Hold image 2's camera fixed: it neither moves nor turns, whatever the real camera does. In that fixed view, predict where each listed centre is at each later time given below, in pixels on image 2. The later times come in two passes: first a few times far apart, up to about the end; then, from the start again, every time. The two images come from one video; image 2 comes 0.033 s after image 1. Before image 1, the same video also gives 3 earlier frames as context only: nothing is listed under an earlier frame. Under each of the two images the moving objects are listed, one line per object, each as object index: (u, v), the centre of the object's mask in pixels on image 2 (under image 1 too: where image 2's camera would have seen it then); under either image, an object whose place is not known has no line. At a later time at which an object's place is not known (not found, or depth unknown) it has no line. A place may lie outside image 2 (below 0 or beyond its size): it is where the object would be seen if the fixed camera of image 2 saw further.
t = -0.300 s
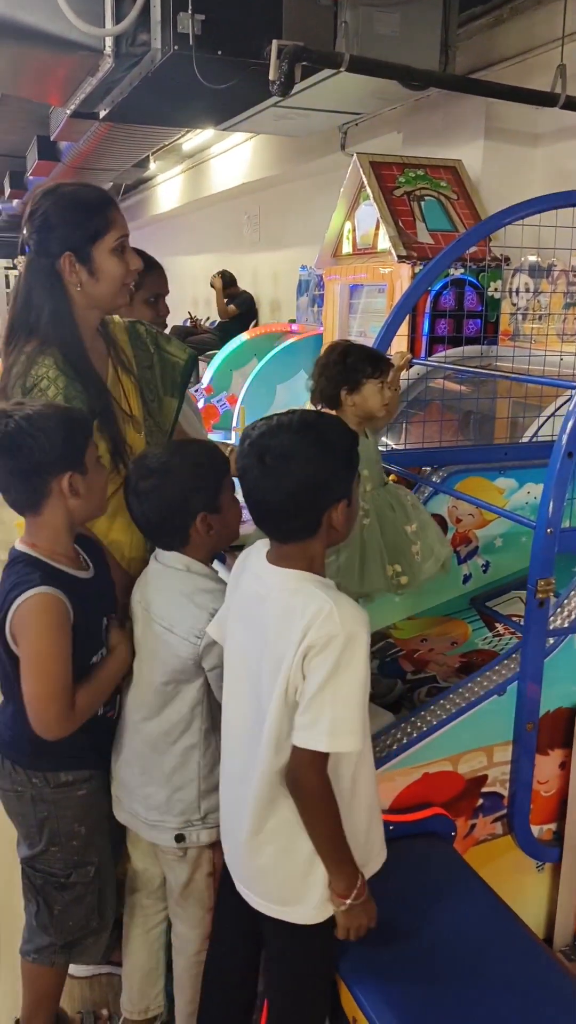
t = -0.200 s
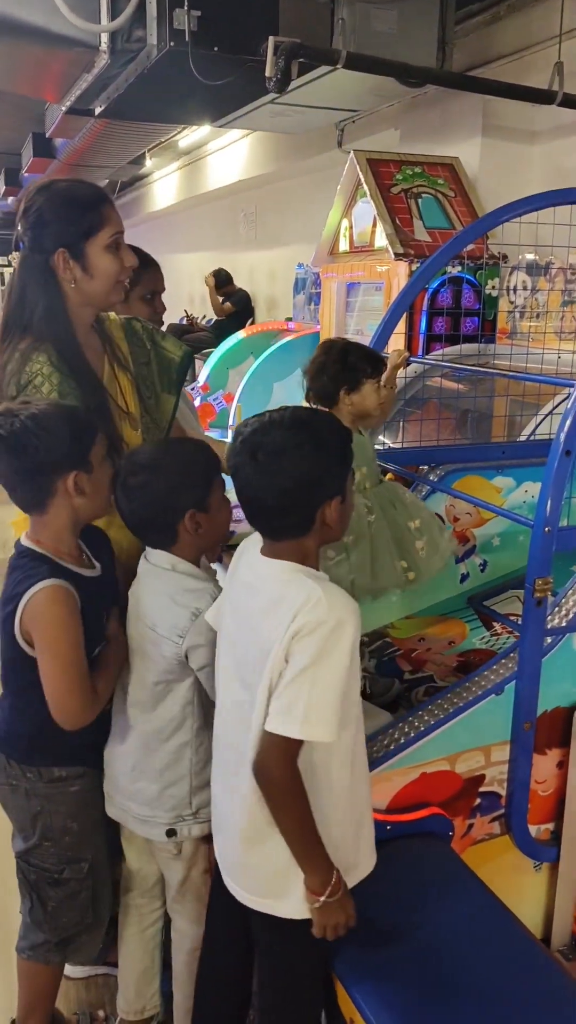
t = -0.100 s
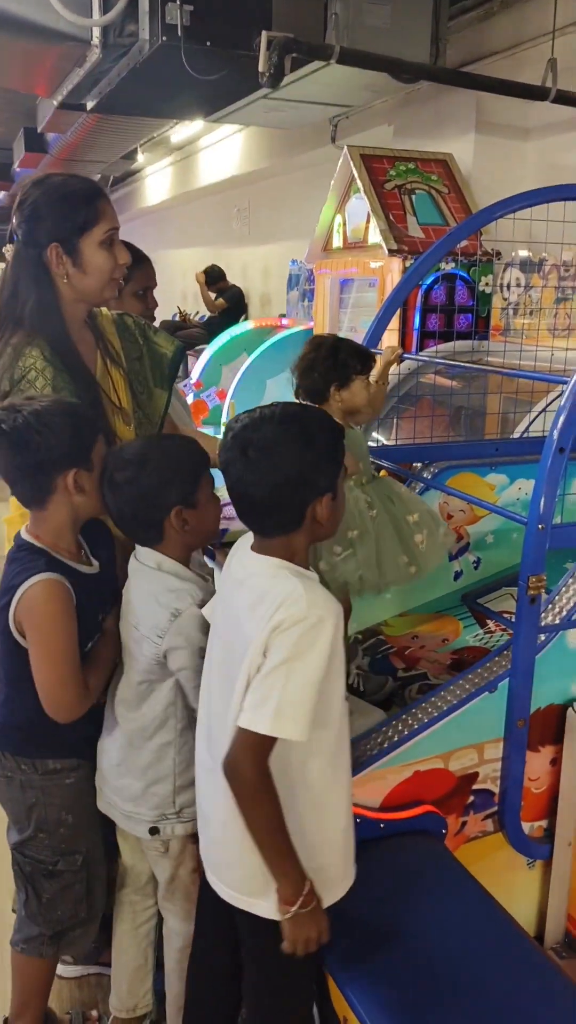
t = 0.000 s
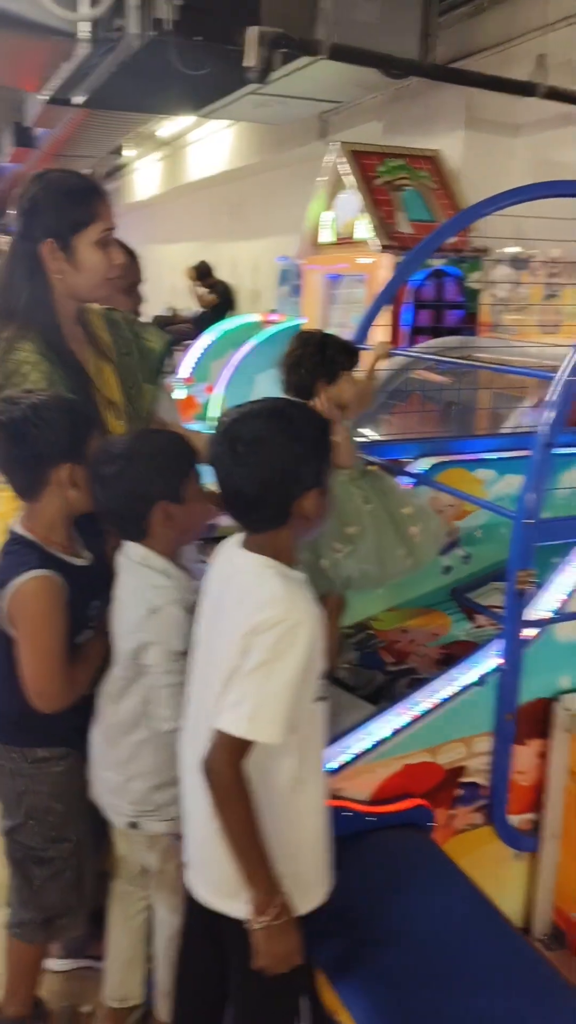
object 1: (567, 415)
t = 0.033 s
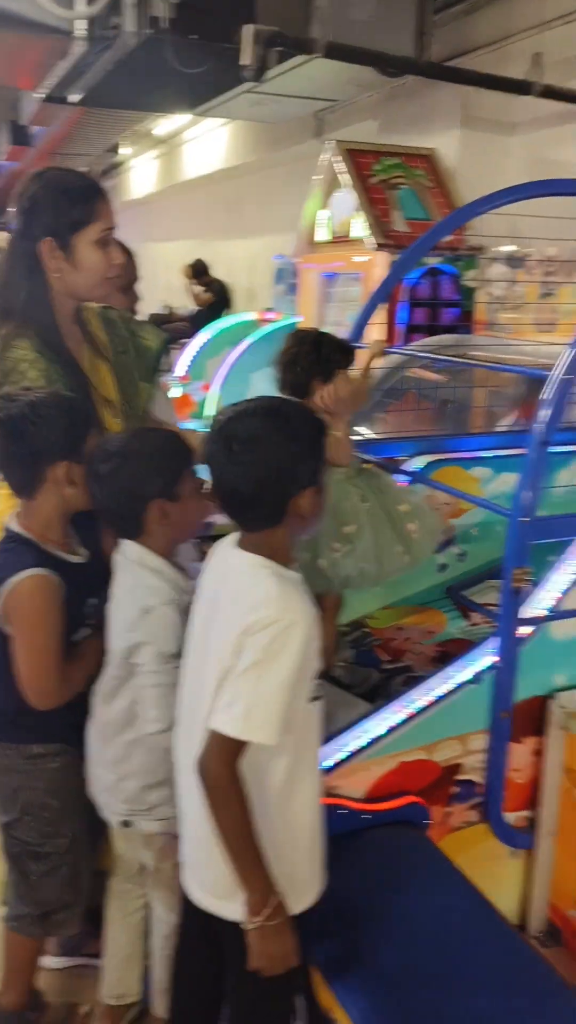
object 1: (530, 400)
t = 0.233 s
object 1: (495, 439)
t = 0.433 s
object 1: (472, 586)
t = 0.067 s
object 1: (512, 408)
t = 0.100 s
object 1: (503, 416)
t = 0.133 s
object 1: (498, 425)
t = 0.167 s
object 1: (497, 428)
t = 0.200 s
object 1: (497, 431)
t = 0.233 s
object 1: (495, 439)
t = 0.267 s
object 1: (493, 452)
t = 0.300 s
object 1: (490, 467)
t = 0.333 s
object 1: (486, 490)
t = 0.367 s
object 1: (481, 522)
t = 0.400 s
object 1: (476, 551)
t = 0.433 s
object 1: (472, 586)
